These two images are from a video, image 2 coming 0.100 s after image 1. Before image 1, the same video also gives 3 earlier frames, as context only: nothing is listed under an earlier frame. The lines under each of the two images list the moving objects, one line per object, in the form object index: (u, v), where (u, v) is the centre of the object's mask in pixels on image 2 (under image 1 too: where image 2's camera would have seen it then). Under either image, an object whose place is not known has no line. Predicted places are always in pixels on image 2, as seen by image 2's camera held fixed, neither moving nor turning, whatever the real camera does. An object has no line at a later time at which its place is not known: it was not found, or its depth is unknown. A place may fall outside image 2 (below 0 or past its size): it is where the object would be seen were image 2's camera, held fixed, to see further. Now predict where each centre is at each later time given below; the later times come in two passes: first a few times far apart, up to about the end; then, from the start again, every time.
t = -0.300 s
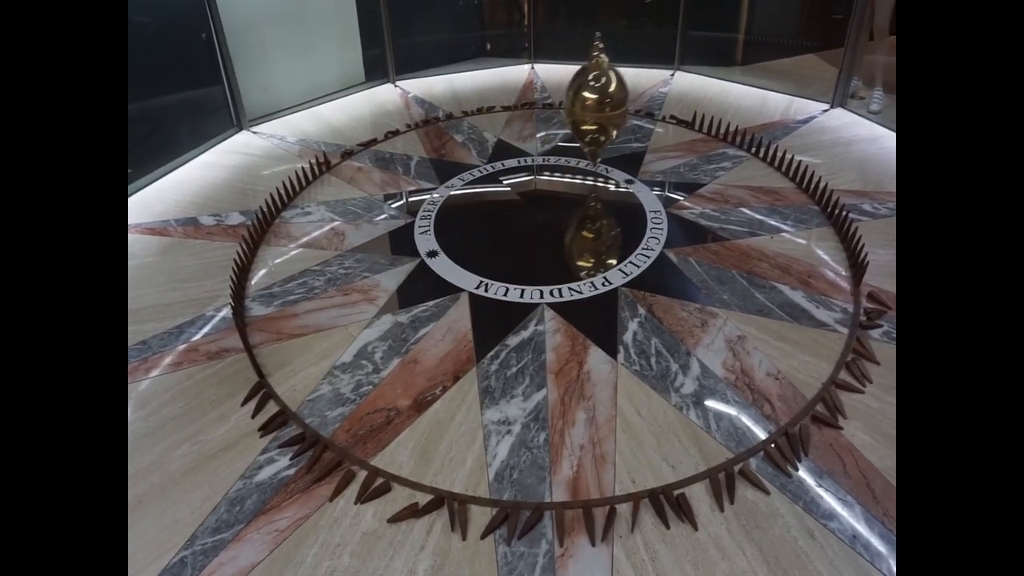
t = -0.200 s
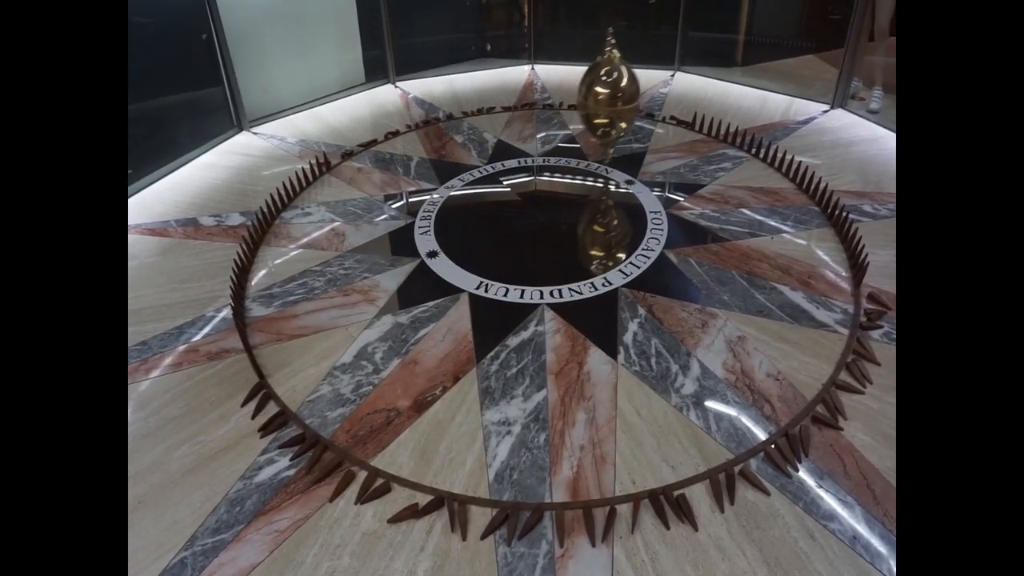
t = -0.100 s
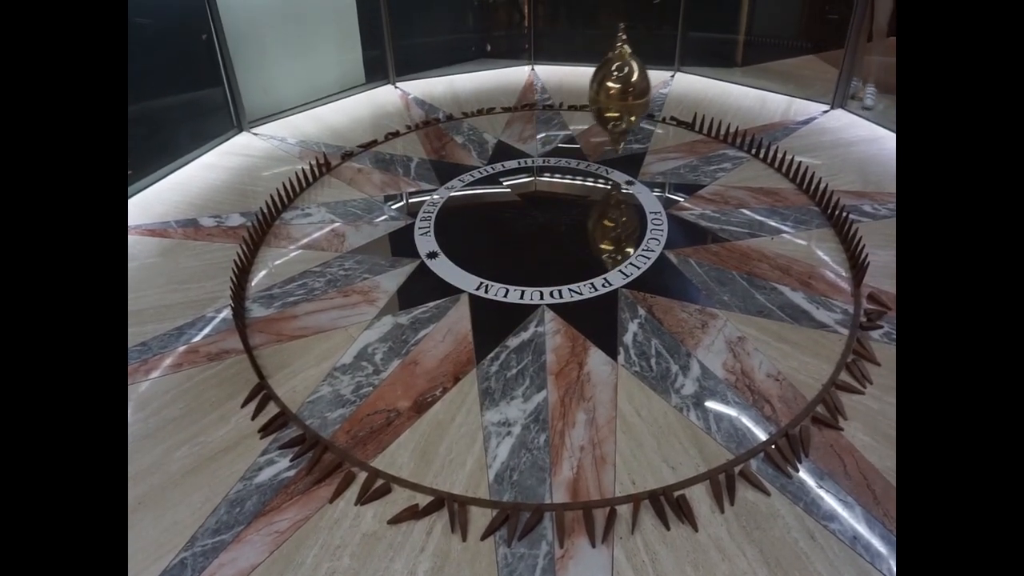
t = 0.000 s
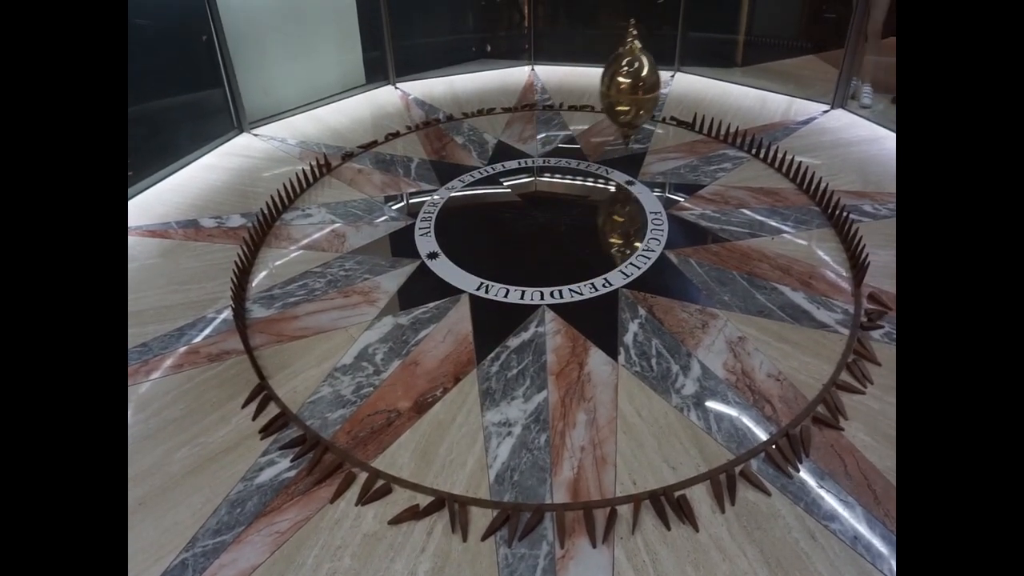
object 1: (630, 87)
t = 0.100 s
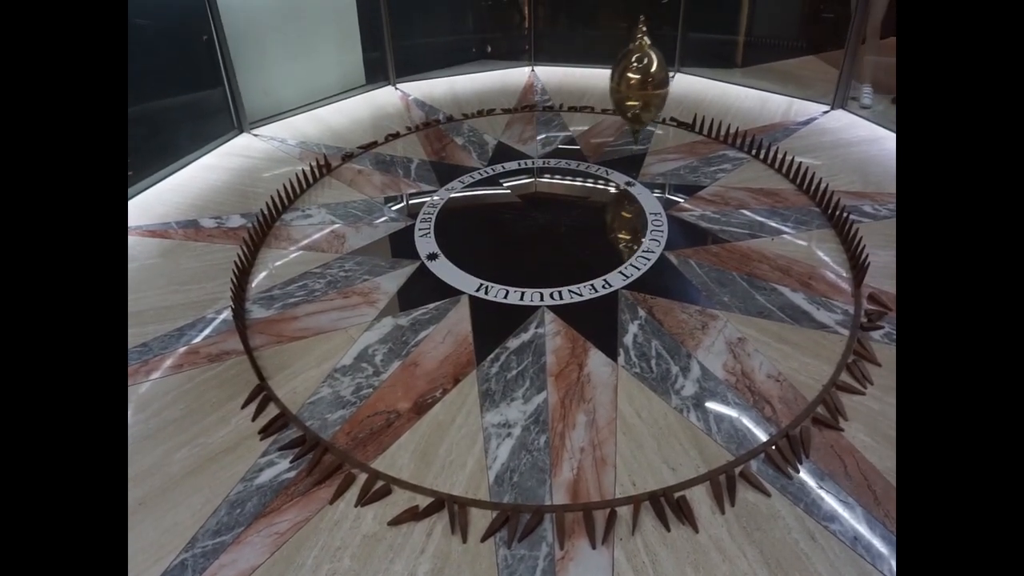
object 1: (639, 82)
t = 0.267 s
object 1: (654, 74)
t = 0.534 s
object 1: (672, 64)
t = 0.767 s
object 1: (684, 57)
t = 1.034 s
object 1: (693, 51)
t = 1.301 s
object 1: (699, 51)
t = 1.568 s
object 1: (700, 51)
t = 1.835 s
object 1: (697, 54)
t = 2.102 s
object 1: (689, 59)
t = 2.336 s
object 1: (678, 65)
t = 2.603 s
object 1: (660, 76)
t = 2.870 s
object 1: (638, 87)
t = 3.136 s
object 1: (610, 102)
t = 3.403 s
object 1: (576, 120)
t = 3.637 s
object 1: (541, 138)
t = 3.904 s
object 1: (496, 159)
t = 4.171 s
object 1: (444, 180)
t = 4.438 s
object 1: (391, 203)
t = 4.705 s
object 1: (335, 225)
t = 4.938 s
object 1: (289, 241)
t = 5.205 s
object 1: (243, 258)
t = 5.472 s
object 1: (211, 269)
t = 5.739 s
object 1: (195, 273)
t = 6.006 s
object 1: (198, 271)
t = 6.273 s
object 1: (220, 263)
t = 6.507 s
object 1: (252, 252)
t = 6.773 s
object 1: (299, 234)
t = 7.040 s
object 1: (352, 215)
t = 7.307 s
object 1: (405, 193)
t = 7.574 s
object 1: (458, 171)
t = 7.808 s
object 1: (502, 152)
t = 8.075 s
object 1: (546, 129)
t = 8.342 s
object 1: (585, 109)
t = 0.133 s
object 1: (642, 80)
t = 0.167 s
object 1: (645, 79)
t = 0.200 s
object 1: (648, 78)
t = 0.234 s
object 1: (651, 75)
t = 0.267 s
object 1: (654, 74)
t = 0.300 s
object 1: (656, 73)
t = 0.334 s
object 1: (659, 72)
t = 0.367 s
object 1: (661, 70)
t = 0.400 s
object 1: (664, 69)
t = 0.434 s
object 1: (666, 68)
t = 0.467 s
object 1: (668, 66)
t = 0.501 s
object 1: (670, 65)
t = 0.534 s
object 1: (672, 64)
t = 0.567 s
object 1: (674, 62)
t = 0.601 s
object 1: (676, 61)
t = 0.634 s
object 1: (678, 60)
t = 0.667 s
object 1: (679, 60)
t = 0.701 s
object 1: (681, 59)
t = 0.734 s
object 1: (683, 58)
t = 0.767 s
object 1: (684, 57)
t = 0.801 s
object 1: (686, 56)
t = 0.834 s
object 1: (687, 55)
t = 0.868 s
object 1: (688, 54)
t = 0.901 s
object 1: (690, 54)
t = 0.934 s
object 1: (691, 53)
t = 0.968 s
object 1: (692, 52)
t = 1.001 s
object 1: (693, 52)
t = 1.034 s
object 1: (693, 51)
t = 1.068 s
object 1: (695, 51)
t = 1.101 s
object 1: (695, 51)
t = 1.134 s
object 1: (696, 51)
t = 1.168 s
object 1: (697, 51)
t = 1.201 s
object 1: (698, 51)
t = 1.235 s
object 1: (698, 51)
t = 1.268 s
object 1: (699, 51)
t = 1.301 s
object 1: (699, 51)
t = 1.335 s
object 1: (699, 51)
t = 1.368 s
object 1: (700, 51)
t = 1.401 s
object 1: (700, 50)
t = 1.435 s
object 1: (700, 50)
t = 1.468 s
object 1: (700, 50)
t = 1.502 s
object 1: (700, 51)
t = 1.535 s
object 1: (700, 51)
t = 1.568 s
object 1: (700, 51)
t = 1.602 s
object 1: (700, 52)
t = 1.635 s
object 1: (700, 52)
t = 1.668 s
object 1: (700, 52)
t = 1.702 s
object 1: (699, 53)
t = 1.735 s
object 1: (699, 53)
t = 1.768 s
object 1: (698, 53)
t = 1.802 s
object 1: (698, 54)
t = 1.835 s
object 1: (697, 54)
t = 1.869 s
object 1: (696, 54)
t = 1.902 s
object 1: (695, 55)
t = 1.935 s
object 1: (694, 56)
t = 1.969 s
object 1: (693, 56)
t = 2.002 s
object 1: (692, 57)
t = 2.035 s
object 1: (691, 57)
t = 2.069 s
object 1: (690, 58)
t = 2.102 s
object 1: (689, 59)
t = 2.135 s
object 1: (688, 60)
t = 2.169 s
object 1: (686, 61)
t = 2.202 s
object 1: (684, 62)
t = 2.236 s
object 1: (683, 62)
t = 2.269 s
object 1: (681, 63)
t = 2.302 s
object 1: (679, 64)
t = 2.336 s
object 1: (678, 65)
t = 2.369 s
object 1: (676, 66)
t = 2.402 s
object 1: (674, 67)
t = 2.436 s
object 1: (672, 68)
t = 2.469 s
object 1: (670, 70)
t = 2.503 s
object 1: (668, 71)
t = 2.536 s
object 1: (665, 72)
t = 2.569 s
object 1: (663, 74)
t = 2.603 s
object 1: (660, 76)
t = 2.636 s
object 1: (658, 76)
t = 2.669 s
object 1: (655, 78)
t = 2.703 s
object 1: (653, 78)
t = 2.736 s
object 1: (650, 80)
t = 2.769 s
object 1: (647, 82)
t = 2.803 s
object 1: (644, 83)
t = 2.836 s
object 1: (641, 86)
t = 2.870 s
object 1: (638, 87)
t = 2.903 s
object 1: (635, 89)
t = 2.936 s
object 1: (631, 91)
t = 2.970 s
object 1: (628, 94)
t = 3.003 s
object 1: (624, 95)
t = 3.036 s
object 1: (621, 97)
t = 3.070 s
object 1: (617, 99)
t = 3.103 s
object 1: (613, 100)
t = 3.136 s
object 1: (610, 102)
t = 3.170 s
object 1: (606, 105)
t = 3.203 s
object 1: (601, 107)
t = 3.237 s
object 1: (597, 109)
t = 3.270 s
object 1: (593, 111)
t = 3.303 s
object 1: (589, 113)
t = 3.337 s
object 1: (585, 115)
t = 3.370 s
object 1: (581, 118)
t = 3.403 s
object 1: (576, 120)
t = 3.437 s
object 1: (571, 123)
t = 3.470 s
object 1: (566, 125)
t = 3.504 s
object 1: (562, 127)
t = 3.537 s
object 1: (557, 130)
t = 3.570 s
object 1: (552, 134)
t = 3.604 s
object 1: (546, 137)
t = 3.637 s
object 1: (541, 138)
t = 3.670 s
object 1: (535, 141)
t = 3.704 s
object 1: (531, 143)
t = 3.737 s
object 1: (525, 145)
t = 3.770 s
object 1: (520, 149)
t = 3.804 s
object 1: (514, 150)
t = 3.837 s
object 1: (508, 154)
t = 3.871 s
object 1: (502, 156)
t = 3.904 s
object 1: (496, 159)
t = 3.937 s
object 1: (490, 162)
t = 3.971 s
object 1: (483, 165)
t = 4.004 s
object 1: (477, 169)
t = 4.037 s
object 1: (471, 171)
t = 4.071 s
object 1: (465, 174)
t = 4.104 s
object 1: (458, 176)
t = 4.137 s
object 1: (452, 178)
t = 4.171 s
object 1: (444, 180)
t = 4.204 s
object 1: (438, 183)
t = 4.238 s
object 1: (432, 186)
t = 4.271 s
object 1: (425, 190)
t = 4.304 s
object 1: (418, 193)
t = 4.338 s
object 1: (411, 195)
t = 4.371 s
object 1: (405, 198)
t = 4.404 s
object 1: (397, 200)
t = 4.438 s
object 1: (391, 203)
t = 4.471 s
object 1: (384, 206)
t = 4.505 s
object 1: (376, 209)
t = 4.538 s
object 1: (369, 211)
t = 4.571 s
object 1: (363, 214)
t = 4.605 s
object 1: (356, 217)
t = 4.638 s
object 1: (349, 220)
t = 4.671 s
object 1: (342, 223)
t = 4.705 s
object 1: (335, 225)
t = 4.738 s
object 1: (329, 227)
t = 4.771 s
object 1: (322, 230)
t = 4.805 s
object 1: (315, 232)
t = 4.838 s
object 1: (308, 234)
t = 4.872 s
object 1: (302, 236)
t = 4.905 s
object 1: (296, 239)
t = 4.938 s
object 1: (289, 241)
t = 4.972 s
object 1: (283, 244)
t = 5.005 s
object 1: (277, 246)
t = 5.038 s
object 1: (271, 249)
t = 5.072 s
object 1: (265, 251)
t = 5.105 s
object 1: (259, 252)
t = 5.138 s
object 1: (254, 254)
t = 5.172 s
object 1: (249, 256)
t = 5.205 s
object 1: (243, 258)
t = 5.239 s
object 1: (239, 259)
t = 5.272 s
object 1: (234, 261)
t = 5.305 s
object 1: (229, 263)
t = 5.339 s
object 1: (225, 264)
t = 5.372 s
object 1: (221, 266)
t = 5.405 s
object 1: (217, 267)
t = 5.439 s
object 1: (214, 268)
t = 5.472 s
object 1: (211, 269)
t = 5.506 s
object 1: (208, 270)
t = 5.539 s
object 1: (205, 271)
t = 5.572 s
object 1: (202, 272)
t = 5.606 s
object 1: (200, 272)
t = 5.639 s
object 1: (199, 273)
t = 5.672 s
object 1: (197, 273)
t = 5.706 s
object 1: (196, 273)
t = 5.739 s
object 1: (195, 273)
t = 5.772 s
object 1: (194, 273)
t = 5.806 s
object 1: (194, 273)
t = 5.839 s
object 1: (194, 273)
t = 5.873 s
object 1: (194, 273)
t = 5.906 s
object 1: (195, 273)
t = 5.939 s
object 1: (195, 272)
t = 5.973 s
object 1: (196, 272)
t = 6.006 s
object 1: (198, 271)
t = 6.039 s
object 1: (200, 270)
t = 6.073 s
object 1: (202, 270)
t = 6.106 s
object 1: (205, 269)
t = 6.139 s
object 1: (207, 268)
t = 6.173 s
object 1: (210, 267)
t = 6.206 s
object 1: (213, 266)
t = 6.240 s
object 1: (217, 264)
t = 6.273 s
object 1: (220, 263)
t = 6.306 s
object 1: (224, 261)
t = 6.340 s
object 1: (228, 260)
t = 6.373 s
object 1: (232, 258)
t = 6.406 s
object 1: (237, 257)
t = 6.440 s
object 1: (242, 256)
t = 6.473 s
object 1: (247, 254)
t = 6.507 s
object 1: (252, 252)
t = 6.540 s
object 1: (258, 250)
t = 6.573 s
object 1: (263, 248)
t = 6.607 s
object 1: (269, 246)
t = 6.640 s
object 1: (275, 244)
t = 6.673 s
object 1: (280, 242)
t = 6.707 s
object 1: (286, 239)
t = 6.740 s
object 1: (293, 237)
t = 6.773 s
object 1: (299, 234)
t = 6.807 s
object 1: (305, 232)
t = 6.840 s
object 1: (312, 229)
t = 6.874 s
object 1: (318, 227)
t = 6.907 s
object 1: (325, 225)
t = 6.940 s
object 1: (332, 221)
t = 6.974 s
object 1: (338, 219)
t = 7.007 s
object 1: (345, 216)
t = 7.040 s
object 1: (352, 215)
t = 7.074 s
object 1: (358, 211)
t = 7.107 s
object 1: (365, 208)
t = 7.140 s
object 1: (371, 206)
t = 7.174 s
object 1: (379, 203)
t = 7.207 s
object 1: (385, 200)
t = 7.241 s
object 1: (392, 198)
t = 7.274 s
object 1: (399, 195)
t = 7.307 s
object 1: (405, 193)
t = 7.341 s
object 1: (412, 190)
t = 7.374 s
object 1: (419, 187)
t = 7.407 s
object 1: (426, 184)
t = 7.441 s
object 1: (432, 180)
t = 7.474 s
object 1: (439, 177)
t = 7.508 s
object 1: (446, 176)
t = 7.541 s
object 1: (453, 174)
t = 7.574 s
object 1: (458, 171)
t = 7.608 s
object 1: (466, 168)
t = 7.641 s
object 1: (472, 166)
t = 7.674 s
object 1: (478, 162)
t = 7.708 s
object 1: (484, 159)
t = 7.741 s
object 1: (490, 158)
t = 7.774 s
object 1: (496, 154)
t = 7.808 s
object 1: (502, 152)
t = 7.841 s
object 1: (508, 149)
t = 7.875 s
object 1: (514, 147)
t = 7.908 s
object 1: (519, 143)
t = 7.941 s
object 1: (525, 142)
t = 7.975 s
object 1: (530, 139)
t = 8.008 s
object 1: (536, 136)
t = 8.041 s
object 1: (541, 132)
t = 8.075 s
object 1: (546, 129)
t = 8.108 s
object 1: (551, 127)
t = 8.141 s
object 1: (557, 125)
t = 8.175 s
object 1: (562, 123)
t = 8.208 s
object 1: (566, 120)
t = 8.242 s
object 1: (571, 117)
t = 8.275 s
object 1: (576, 115)
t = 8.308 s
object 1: (580, 111)
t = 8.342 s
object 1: (585, 109)
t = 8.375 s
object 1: (589, 107)
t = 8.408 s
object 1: (593, 104)
